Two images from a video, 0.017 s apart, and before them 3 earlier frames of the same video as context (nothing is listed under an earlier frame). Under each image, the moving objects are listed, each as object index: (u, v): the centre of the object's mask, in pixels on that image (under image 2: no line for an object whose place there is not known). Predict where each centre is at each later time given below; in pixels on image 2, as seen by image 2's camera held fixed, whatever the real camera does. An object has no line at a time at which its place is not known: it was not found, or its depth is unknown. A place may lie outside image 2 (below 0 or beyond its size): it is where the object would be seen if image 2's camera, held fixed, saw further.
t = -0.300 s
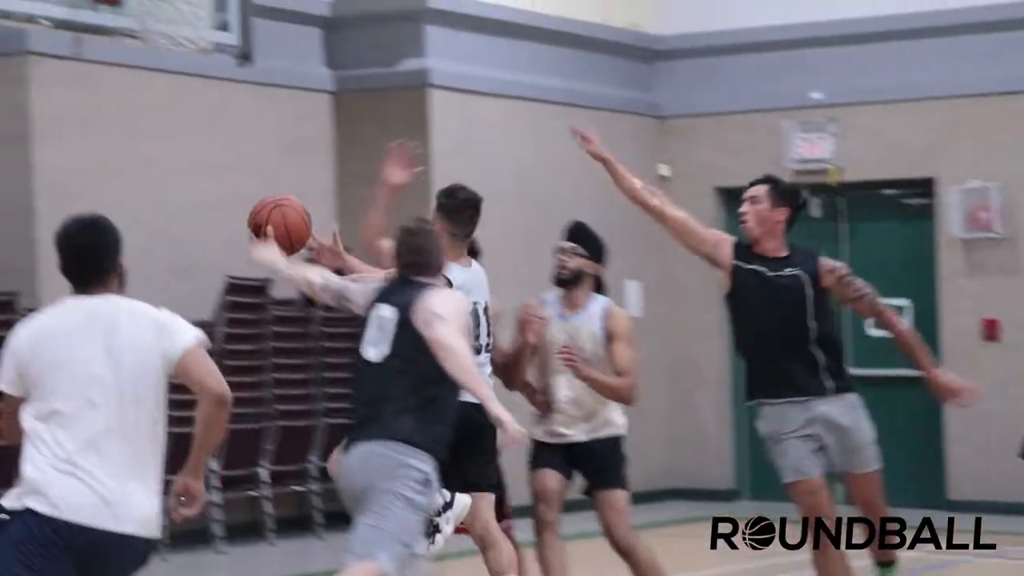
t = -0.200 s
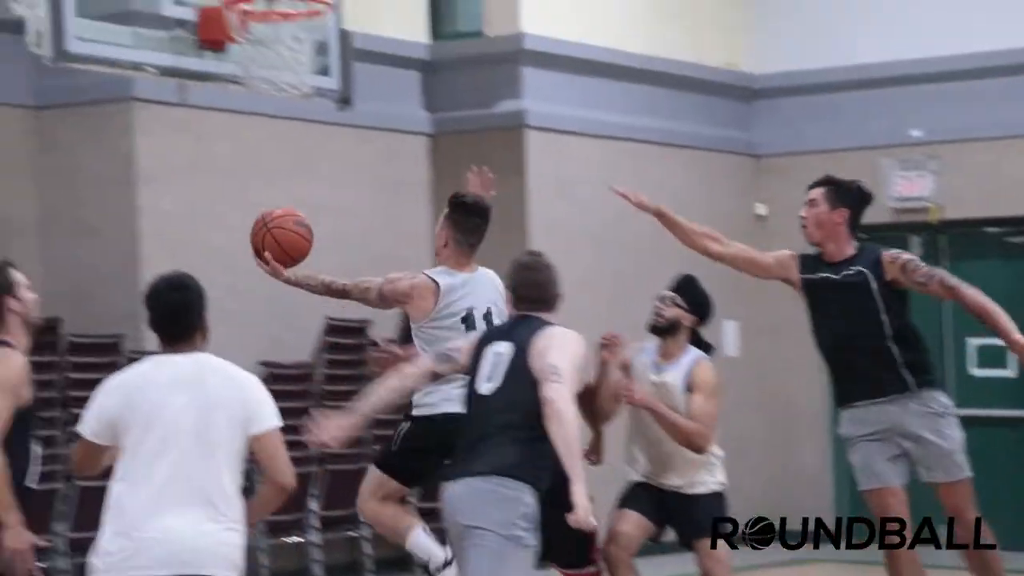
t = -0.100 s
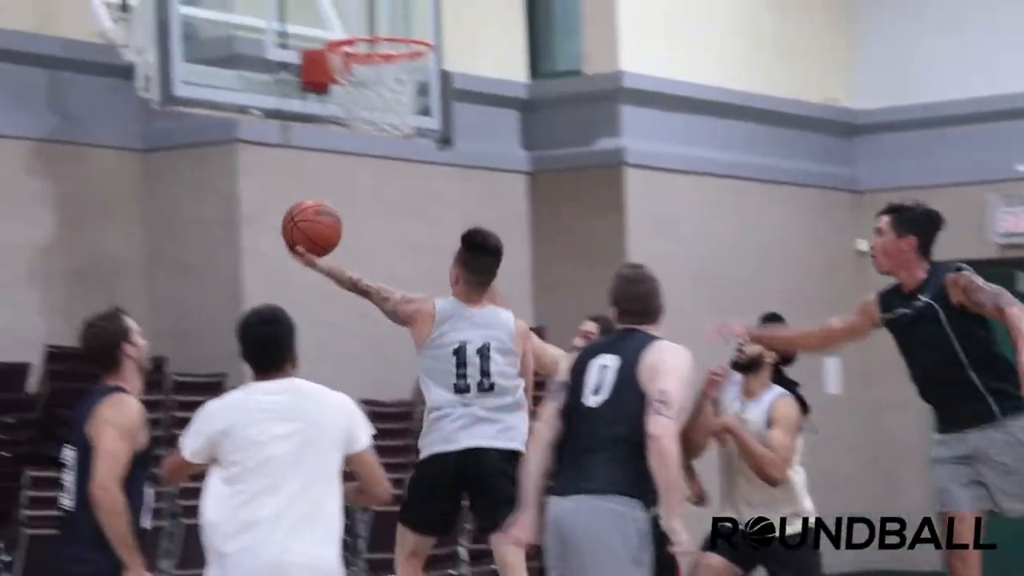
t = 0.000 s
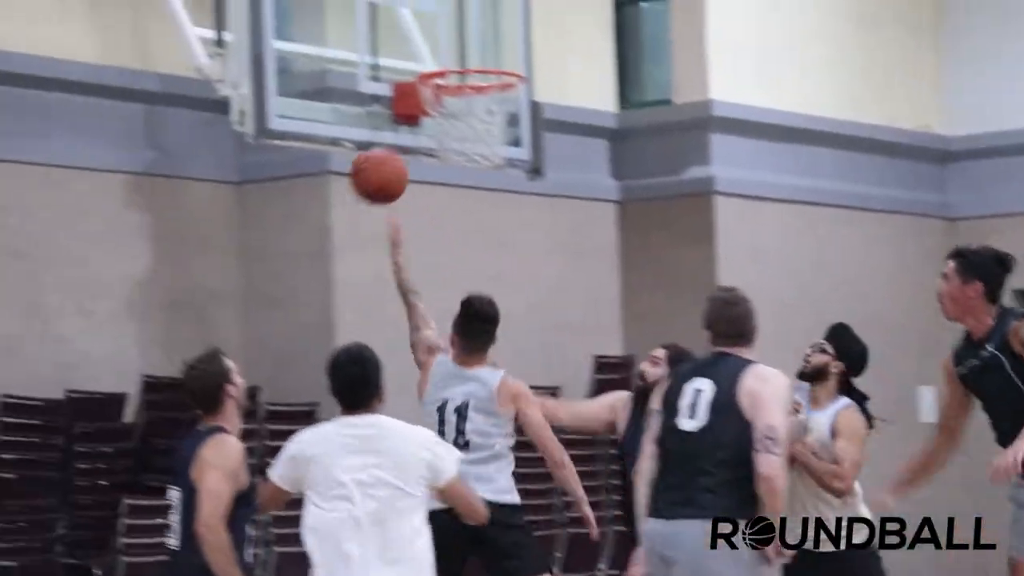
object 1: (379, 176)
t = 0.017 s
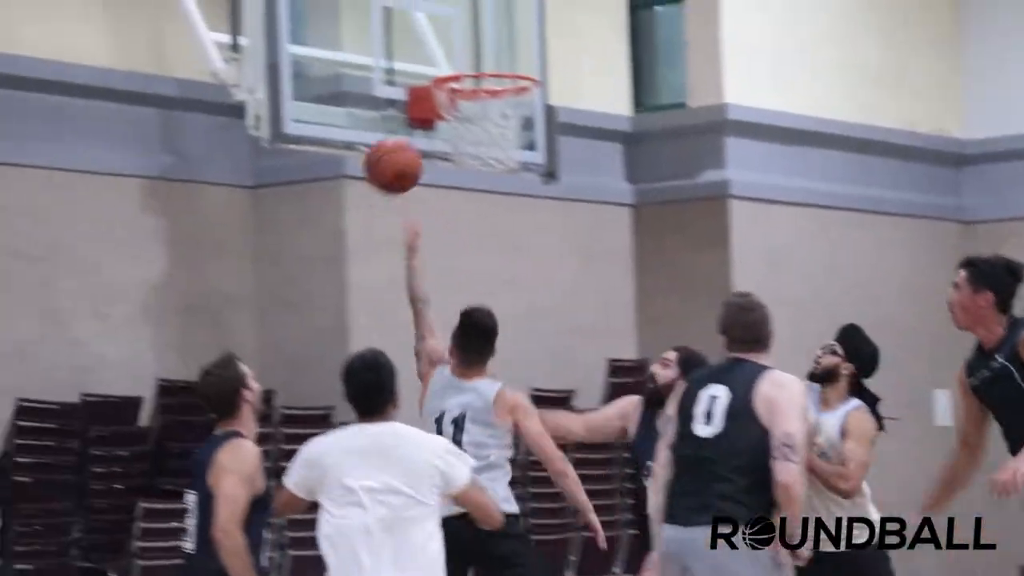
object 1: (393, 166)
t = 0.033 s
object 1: (392, 152)
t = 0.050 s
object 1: (393, 138)
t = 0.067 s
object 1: (393, 127)
